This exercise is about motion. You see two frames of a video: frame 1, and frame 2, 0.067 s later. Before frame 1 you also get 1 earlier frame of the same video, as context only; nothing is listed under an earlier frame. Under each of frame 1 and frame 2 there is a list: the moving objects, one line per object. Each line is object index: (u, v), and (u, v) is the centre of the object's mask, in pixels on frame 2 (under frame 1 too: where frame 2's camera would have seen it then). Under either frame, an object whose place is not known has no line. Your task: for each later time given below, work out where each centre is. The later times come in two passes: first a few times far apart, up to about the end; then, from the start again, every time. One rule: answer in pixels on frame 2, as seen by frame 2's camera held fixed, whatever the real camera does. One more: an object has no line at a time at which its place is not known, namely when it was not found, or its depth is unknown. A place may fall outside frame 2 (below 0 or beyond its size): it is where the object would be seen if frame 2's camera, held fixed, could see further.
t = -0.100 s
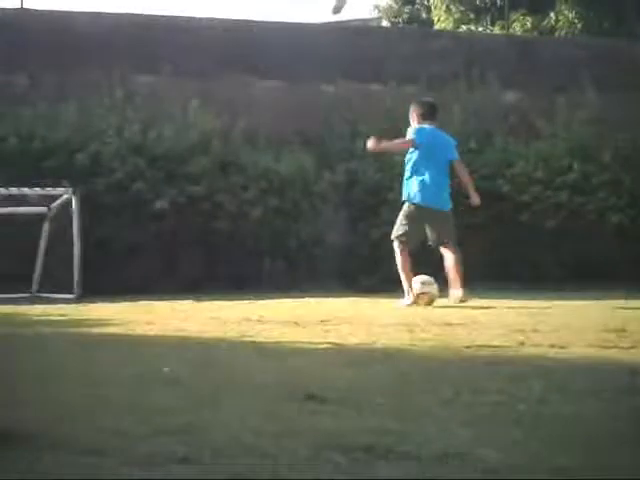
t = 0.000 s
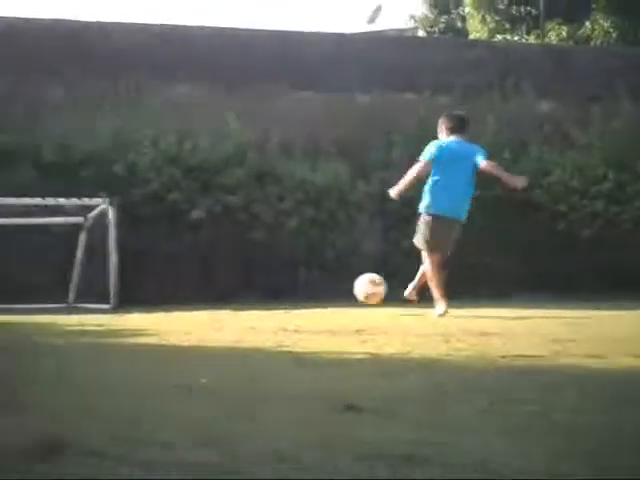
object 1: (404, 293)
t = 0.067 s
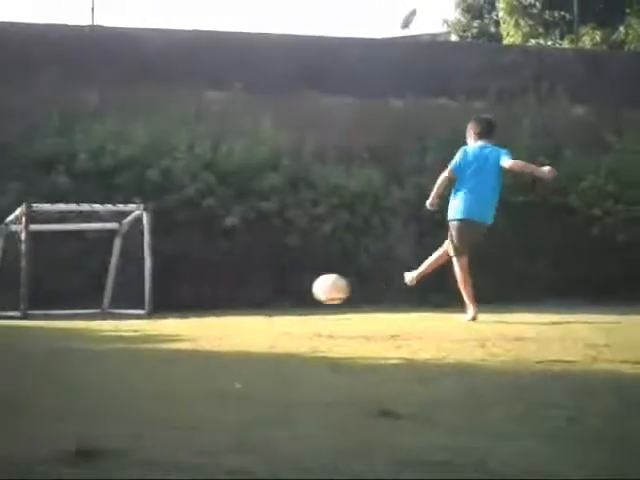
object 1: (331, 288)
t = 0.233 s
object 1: (166, 303)
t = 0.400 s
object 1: (48, 298)
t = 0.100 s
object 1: (295, 289)
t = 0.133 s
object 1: (262, 290)
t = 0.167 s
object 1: (229, 293)
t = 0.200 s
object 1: (197, 298)
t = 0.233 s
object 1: (166, 303)
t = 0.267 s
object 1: (138, 306)
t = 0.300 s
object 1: (113, 301)
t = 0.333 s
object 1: (93, 299)
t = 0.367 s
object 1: (71, 298)
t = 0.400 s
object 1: (48, 298)
